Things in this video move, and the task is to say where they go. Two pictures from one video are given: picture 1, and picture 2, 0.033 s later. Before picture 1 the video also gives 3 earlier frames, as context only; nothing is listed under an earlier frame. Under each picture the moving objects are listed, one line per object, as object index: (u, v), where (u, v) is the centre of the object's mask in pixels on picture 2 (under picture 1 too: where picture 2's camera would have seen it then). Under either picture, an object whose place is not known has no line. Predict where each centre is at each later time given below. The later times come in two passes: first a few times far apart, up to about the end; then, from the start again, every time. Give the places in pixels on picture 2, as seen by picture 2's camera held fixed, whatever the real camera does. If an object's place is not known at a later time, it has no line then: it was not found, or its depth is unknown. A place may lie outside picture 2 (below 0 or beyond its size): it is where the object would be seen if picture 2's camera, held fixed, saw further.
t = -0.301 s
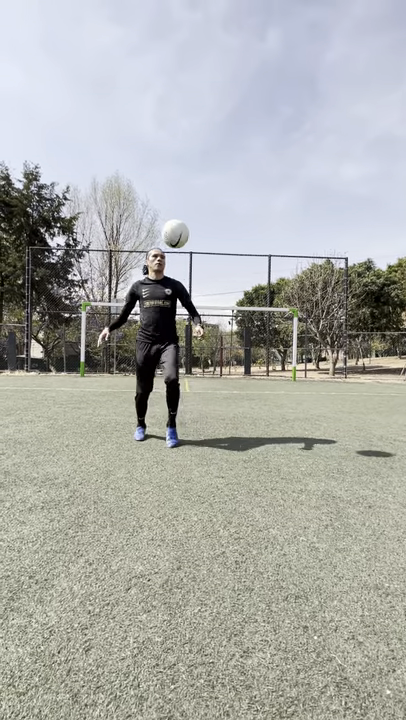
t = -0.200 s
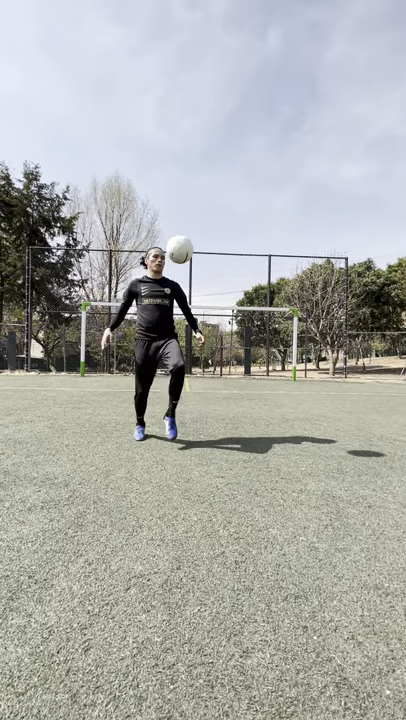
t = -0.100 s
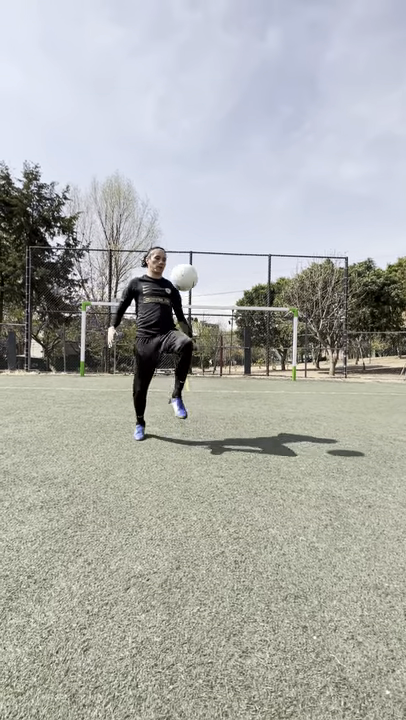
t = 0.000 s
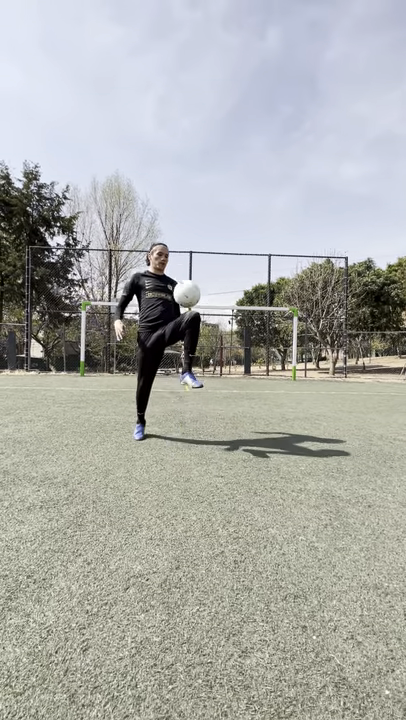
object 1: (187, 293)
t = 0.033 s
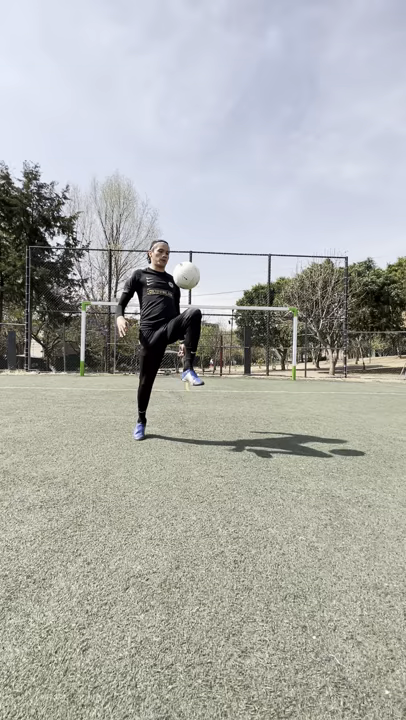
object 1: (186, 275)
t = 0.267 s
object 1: (182, 190)
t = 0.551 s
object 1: (177, 177)
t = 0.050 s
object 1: (185, 266)
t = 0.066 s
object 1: (185, 258)
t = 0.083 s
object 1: (185, 250)
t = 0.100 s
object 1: (185, 243)
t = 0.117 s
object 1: (185, 237)
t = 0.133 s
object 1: (184, 230)
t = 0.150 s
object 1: (184, 224)
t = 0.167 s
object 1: (184, 218)
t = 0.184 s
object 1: (184, 212)
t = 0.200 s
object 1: (183, 207)
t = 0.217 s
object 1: (183, 202)
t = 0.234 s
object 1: (183, 197)
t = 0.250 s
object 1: (182, 193)
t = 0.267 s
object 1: (182, 190)
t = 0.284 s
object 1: (182, 186)
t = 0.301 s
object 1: (181, 183)
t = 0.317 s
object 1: (181, 180)
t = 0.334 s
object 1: (181, 178)
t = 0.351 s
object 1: (180, 176)
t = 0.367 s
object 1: (180, 174)
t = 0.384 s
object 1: (180, 173)
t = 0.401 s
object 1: (179, 172)
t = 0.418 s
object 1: (179, 171)
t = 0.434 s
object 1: (179, 171)
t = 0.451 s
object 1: (179, 171)
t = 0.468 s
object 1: (178, 171)
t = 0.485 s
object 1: (178, 171)
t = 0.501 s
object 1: (178, 172)
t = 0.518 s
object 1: (177, 174)
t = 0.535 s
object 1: (177, 175)
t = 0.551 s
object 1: (177, 177)
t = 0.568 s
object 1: (176, 180)
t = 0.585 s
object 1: (176, 182)
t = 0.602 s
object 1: (176, 185)
